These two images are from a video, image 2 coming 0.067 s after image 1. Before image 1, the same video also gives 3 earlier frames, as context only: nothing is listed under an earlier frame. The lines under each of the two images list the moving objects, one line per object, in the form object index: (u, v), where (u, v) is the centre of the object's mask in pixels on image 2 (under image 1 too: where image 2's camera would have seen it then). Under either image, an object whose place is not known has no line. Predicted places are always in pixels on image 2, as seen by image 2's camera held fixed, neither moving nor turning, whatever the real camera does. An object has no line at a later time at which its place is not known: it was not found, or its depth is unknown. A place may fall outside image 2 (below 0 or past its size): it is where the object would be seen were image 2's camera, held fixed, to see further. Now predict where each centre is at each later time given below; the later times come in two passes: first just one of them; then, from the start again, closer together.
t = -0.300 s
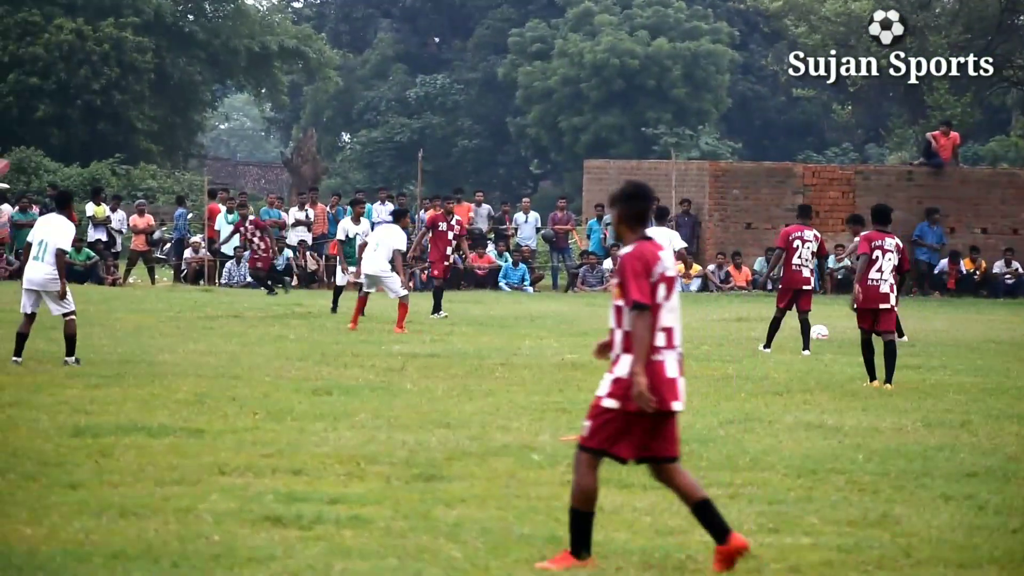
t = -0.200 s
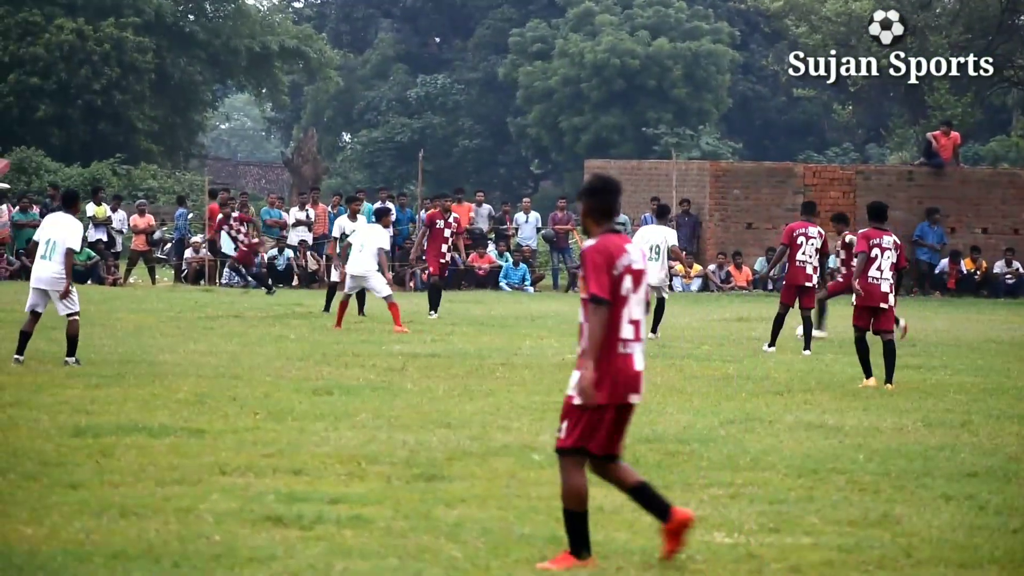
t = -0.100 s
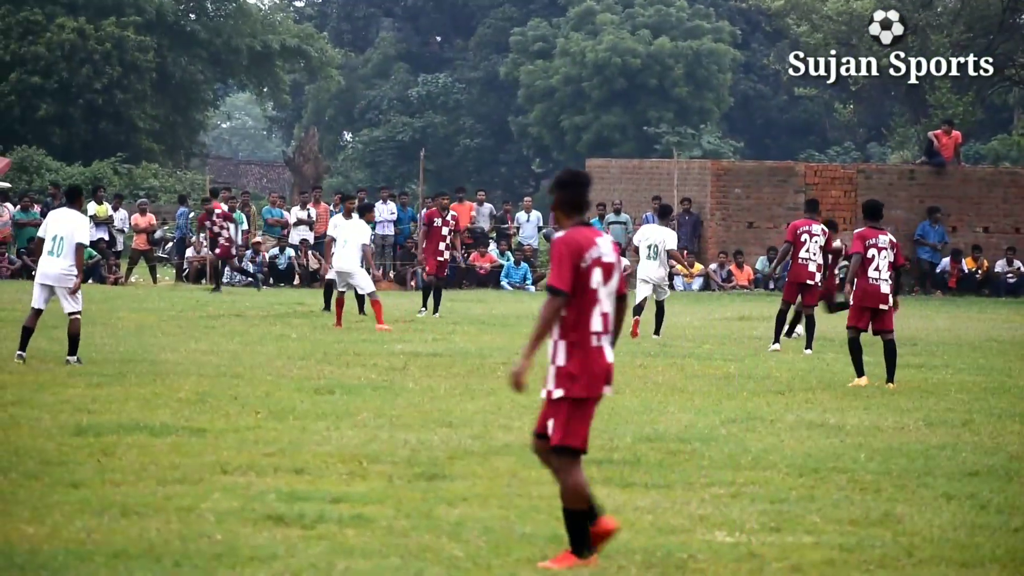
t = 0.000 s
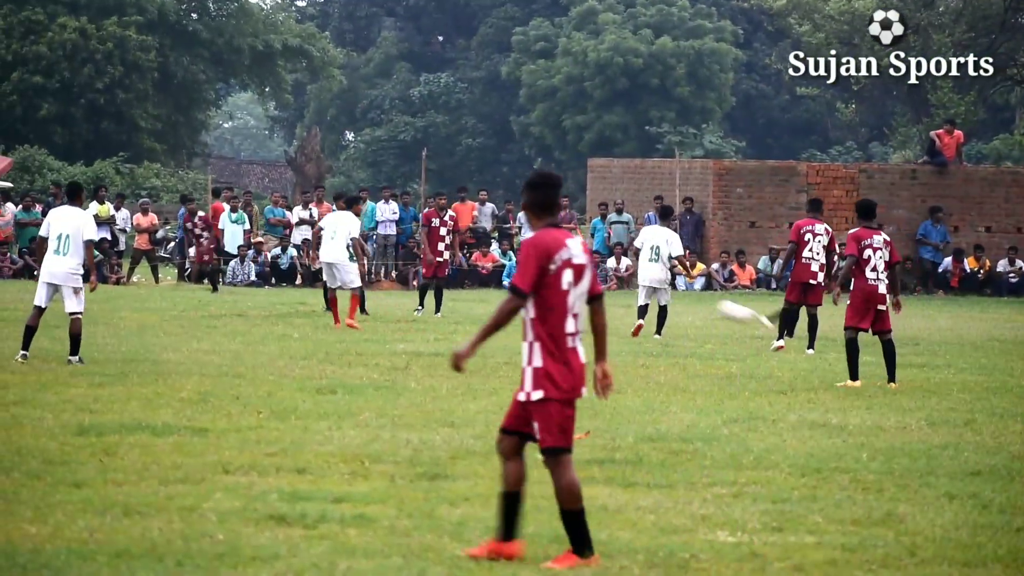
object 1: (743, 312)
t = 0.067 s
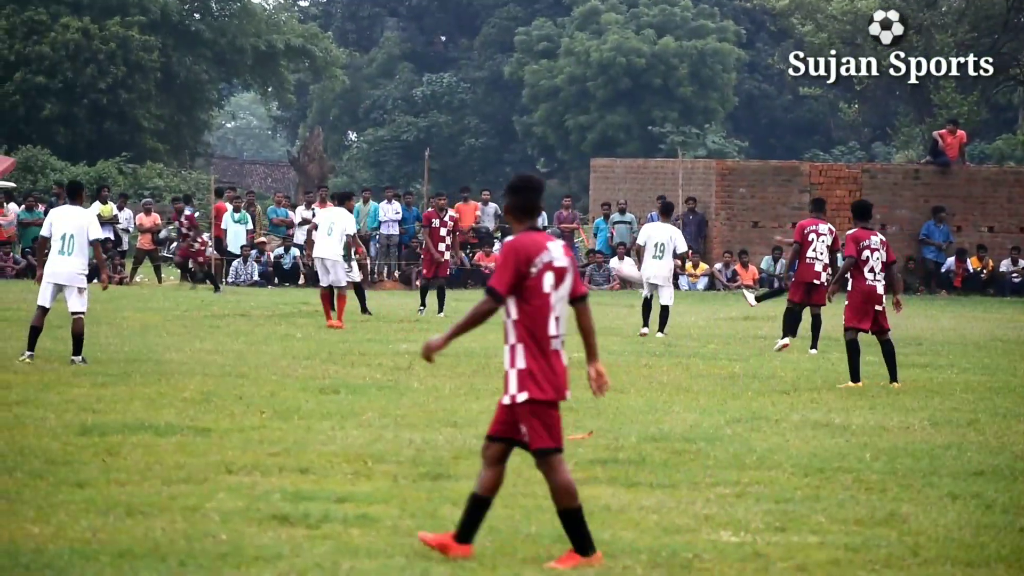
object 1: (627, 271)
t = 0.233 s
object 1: (370, 184)
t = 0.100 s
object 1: (578, 253)
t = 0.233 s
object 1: (370, 184)
